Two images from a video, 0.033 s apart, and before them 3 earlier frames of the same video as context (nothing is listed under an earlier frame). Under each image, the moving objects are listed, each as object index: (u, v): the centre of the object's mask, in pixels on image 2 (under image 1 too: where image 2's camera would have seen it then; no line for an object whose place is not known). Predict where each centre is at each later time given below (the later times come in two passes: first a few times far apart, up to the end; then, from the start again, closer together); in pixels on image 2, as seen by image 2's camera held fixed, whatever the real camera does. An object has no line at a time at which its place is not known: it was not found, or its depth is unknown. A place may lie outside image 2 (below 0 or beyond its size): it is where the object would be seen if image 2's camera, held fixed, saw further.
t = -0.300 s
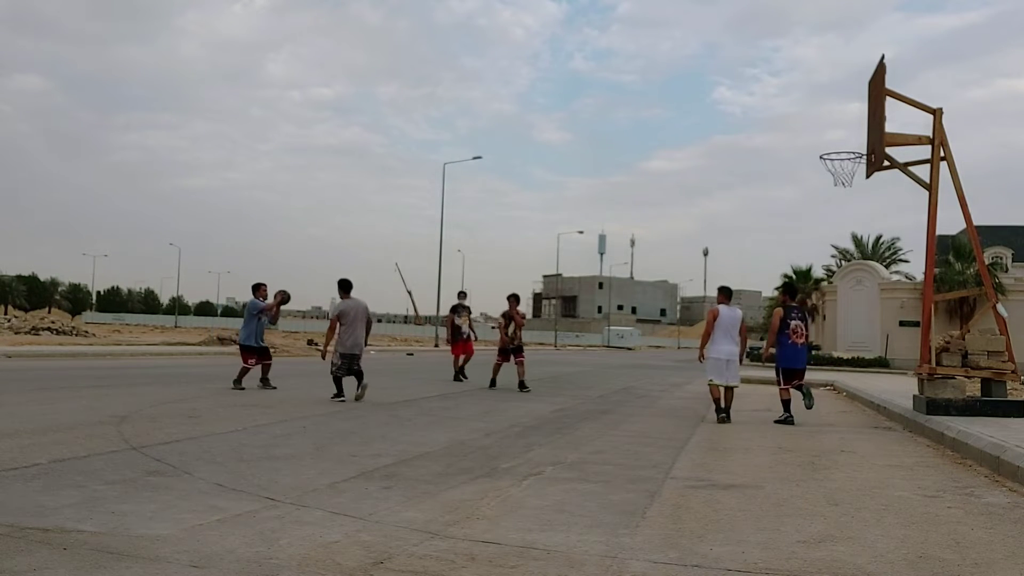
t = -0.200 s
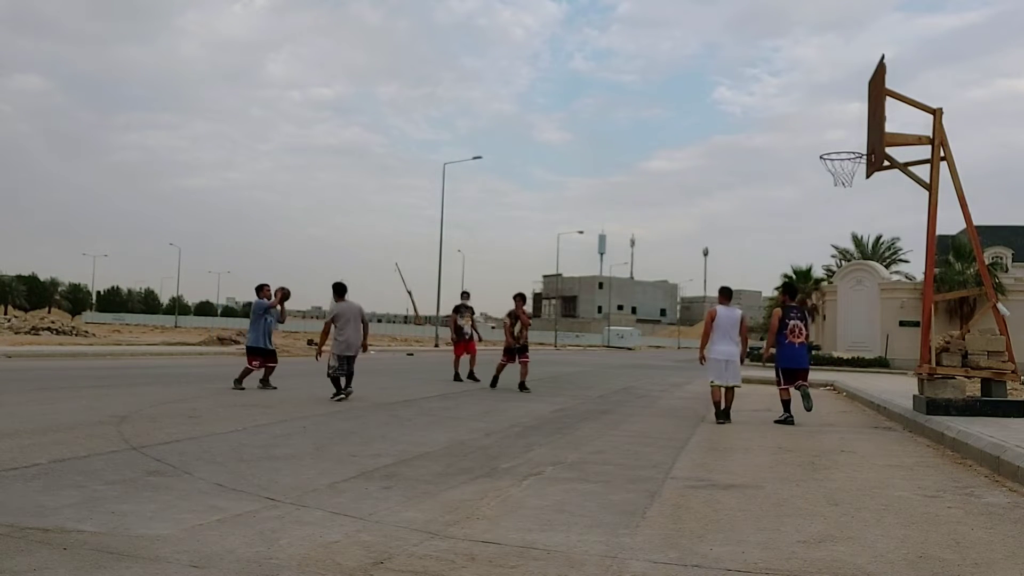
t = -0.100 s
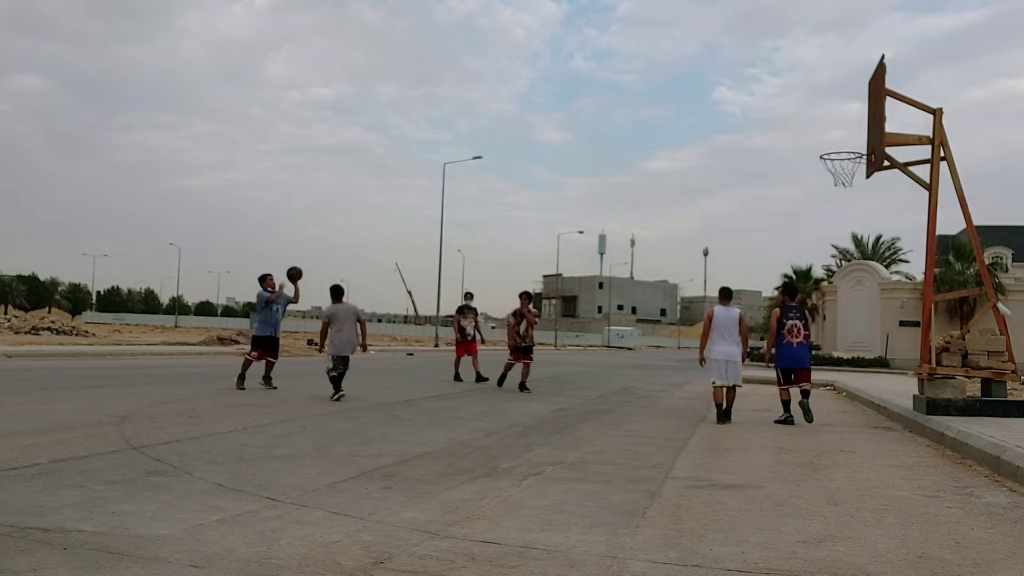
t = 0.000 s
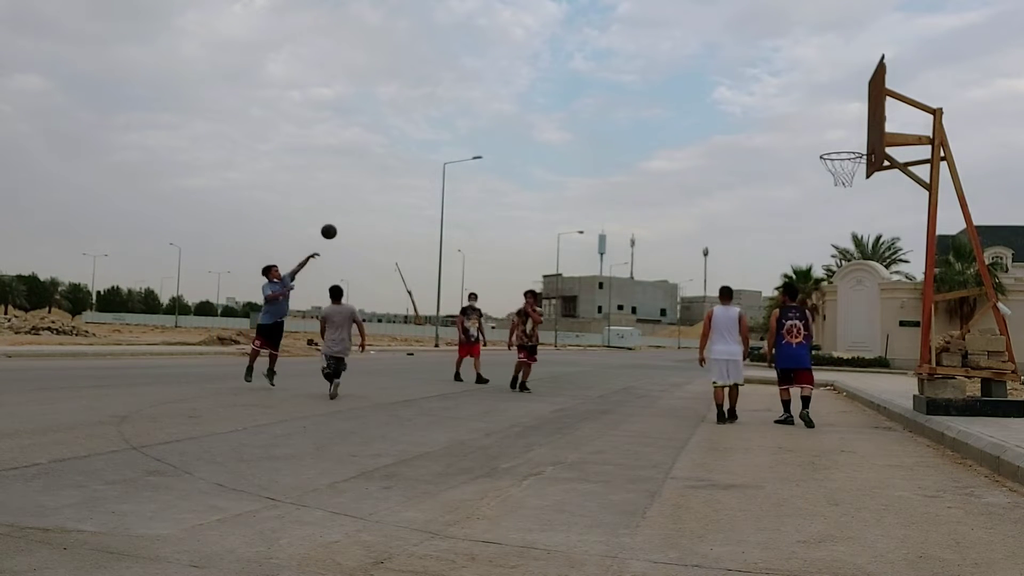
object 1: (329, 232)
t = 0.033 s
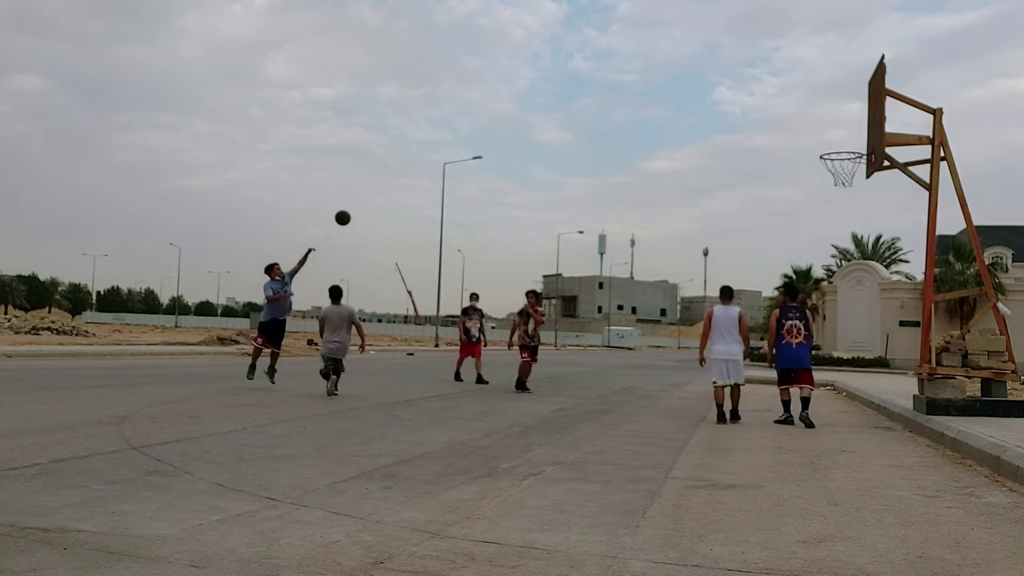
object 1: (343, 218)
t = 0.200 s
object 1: (412, 159)
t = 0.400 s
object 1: (499, 111)
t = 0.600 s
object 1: (588, 87)
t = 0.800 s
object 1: (683, 92)
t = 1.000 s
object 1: (784, 128)
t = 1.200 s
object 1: (842, 194)
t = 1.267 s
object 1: (820, 219)
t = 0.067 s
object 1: (357, 205)
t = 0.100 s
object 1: (370, 192)
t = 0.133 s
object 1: (384, 181)
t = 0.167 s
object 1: (398, 170)
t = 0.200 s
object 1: (412, 159)
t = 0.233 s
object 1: (427, 150)
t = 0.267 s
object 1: (441, 140)
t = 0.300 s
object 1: (455, 132)
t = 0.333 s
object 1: (470, 124)
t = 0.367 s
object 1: (484, 117)
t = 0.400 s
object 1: (499, 111)
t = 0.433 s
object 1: (513, 105)
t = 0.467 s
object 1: (528, 100)
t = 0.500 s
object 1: (543, 96)
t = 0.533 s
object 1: (558, 92)
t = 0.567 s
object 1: (573, 89)
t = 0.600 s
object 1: (588, 87)
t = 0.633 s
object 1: (604, 86)
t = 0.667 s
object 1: (619, 86)
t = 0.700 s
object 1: (635, 86)
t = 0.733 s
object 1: (651, 87)
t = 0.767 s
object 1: (667, 89)
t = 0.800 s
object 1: (683, 92)
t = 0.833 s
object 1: (700, 95)
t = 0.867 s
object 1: (716, 100)
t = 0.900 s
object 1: (733, 106)
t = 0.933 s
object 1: (750, 112)
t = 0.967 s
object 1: (767, 119)
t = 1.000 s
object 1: (784, 128)
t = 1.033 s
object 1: (802, 137)
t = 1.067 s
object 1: (819, 147)
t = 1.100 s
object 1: (837, 159)
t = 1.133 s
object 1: (855, 171)
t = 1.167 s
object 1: (853, 182)
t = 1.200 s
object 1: (842, 194)
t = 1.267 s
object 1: (820, 219)
